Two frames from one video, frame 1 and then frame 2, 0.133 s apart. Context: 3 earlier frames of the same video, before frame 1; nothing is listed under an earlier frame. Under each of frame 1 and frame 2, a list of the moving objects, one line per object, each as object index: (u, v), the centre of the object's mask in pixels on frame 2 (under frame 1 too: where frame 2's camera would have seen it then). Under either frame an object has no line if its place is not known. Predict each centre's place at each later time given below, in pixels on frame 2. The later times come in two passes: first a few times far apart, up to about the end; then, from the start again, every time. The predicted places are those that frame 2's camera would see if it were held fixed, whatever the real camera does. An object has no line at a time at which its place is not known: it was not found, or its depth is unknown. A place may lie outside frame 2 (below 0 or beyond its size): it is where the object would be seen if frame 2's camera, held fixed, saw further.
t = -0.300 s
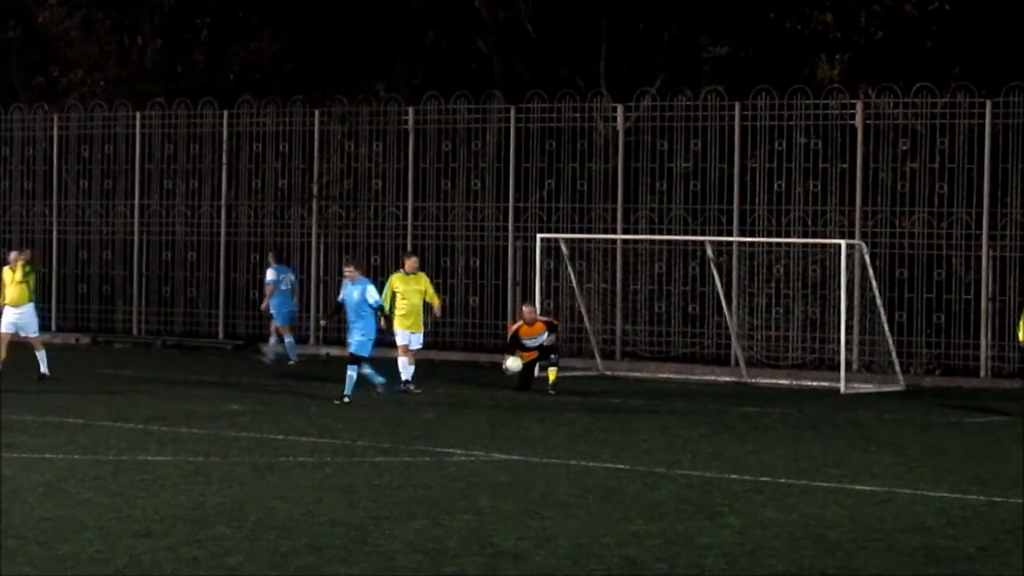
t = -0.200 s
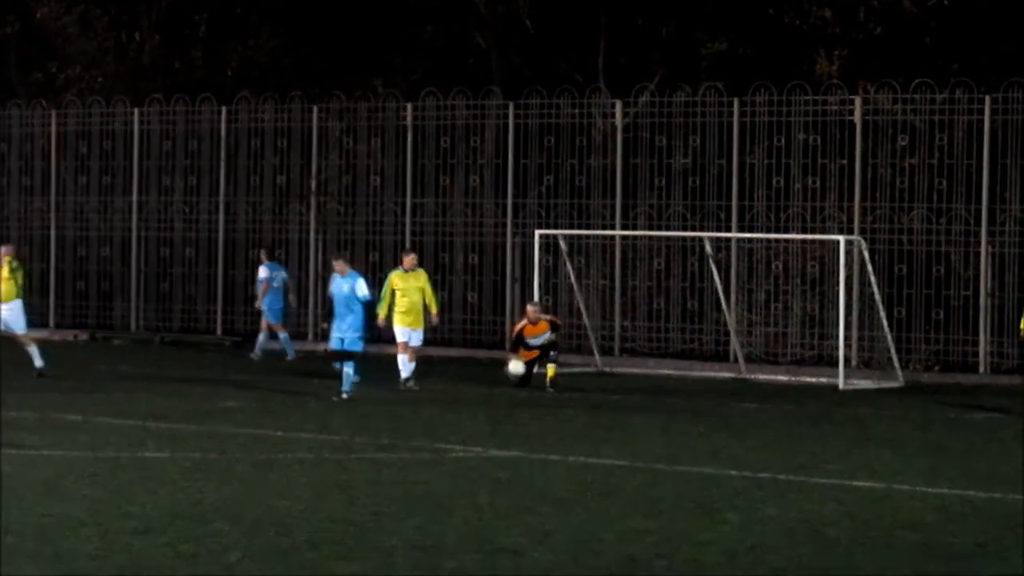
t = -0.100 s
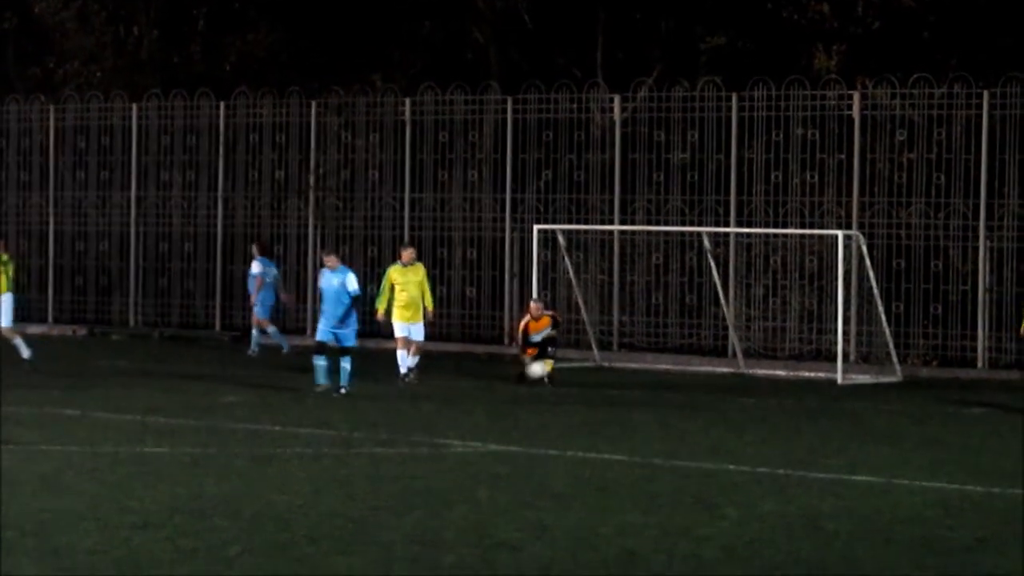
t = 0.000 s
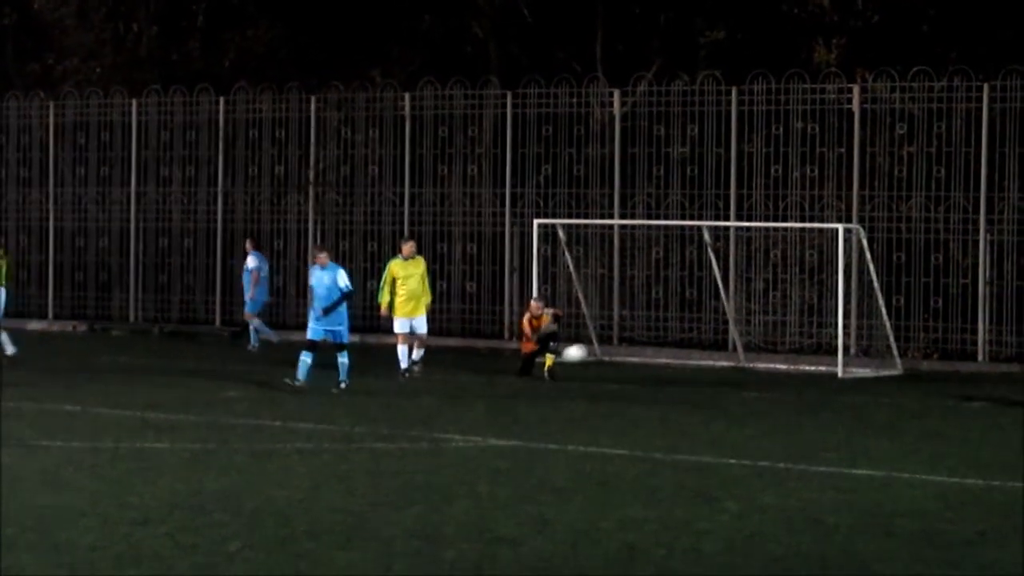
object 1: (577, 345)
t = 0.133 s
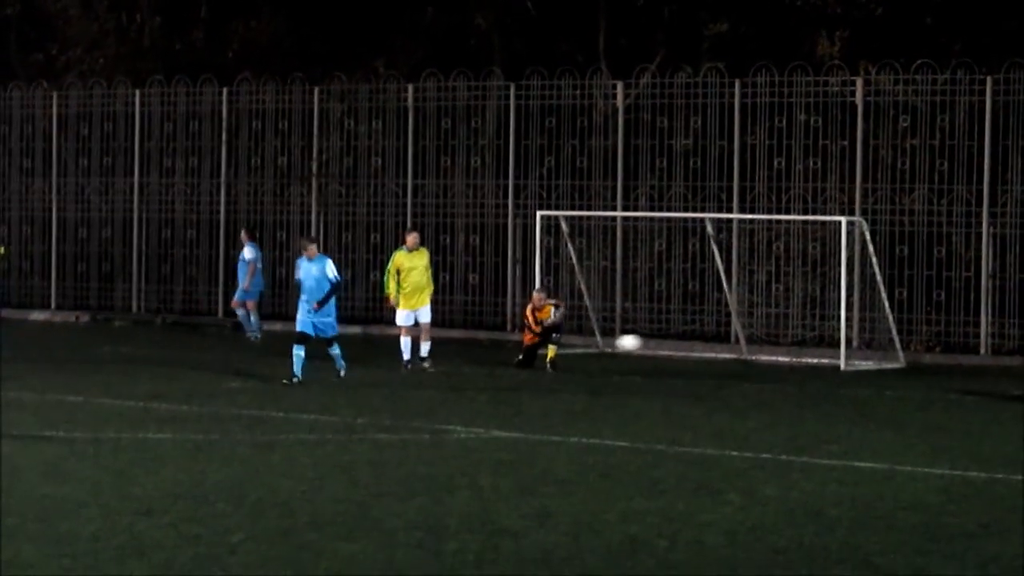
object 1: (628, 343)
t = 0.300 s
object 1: (695, 363)
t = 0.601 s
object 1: (796, 360)
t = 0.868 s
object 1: (879, 386)
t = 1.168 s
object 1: (981, 400)
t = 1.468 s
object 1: (1066, 414)
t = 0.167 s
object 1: (643, 344)
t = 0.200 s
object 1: (655, 347)
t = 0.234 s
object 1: (668, 352)
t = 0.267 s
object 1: (682, 357)
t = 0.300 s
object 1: (695, 363)
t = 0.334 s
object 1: (708, 371)
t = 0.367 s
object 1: (722, 380)
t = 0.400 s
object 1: (734, 385)
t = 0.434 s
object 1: (745, 379)
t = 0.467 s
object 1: (755, 373)
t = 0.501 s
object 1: (765, 369)
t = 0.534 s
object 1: (775, 365)
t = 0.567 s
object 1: (786, 362)
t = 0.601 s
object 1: (796, 360)
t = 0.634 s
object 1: (806, 360)
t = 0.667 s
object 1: (817, 360)
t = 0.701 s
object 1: (827, 362)
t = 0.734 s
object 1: (837, 365)
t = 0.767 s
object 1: (848, 368)
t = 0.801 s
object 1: (858, 373)
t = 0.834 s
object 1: (869, 379)
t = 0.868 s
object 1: (879, 386)
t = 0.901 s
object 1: (890, 395)
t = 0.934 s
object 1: (900, 405)
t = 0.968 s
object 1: (912, 406)
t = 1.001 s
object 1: (923, 403)
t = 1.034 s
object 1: (934, 400)
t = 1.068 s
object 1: (947, 398)
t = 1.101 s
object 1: (958, 397)
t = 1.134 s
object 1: (970, 398)
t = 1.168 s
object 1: (981, 400)
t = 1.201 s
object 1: (993, 402)
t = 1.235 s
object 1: (1005, 407)
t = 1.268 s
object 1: (1017, 413)
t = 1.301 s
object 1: (1028, 419)
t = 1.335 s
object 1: (1039, 426)
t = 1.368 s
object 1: (1051, 425)
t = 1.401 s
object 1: (1063, 422)
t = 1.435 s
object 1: (1066, 417)
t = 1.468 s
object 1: (1066, 414)
